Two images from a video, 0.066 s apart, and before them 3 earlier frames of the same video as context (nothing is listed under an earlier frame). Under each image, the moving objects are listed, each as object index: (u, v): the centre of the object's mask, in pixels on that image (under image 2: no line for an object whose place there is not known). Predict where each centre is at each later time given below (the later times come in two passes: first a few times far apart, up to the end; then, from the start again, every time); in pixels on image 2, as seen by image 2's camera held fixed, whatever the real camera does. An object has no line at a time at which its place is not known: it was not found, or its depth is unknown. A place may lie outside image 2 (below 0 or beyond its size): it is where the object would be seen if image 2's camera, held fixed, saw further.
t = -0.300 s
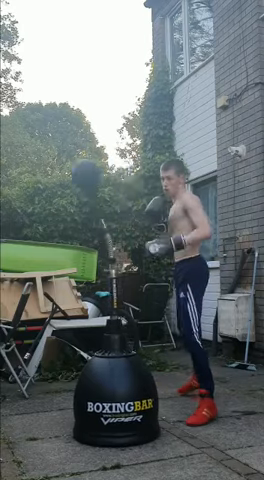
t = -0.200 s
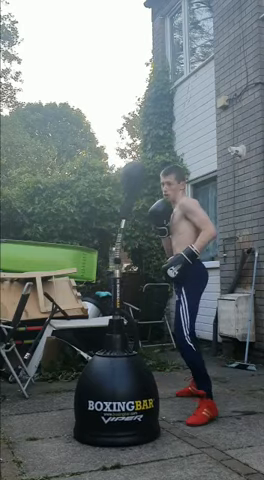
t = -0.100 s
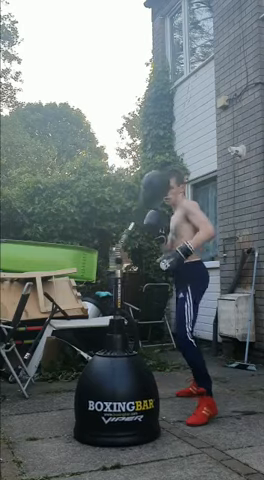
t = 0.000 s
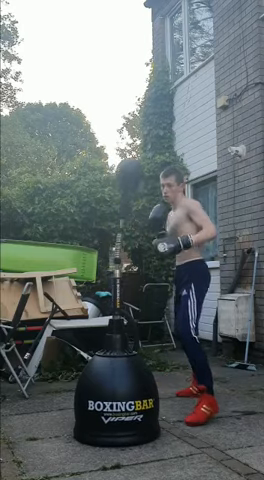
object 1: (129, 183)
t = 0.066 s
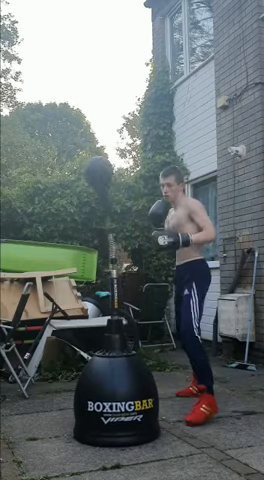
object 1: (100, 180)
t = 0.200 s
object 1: (78, 186)
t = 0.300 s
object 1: (107, 178)
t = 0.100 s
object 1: (87, 178)
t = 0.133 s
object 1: (78, 184)
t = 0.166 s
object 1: (77, 186)
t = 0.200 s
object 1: (78, 186)
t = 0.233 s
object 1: (84, 182)
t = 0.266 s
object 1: (94, 179)
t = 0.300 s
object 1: (107, 178)
